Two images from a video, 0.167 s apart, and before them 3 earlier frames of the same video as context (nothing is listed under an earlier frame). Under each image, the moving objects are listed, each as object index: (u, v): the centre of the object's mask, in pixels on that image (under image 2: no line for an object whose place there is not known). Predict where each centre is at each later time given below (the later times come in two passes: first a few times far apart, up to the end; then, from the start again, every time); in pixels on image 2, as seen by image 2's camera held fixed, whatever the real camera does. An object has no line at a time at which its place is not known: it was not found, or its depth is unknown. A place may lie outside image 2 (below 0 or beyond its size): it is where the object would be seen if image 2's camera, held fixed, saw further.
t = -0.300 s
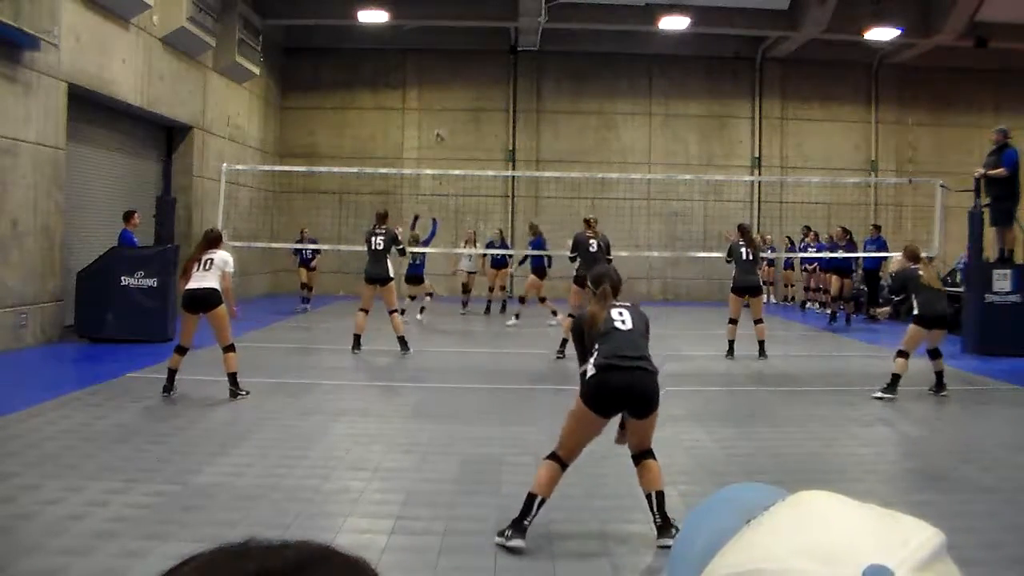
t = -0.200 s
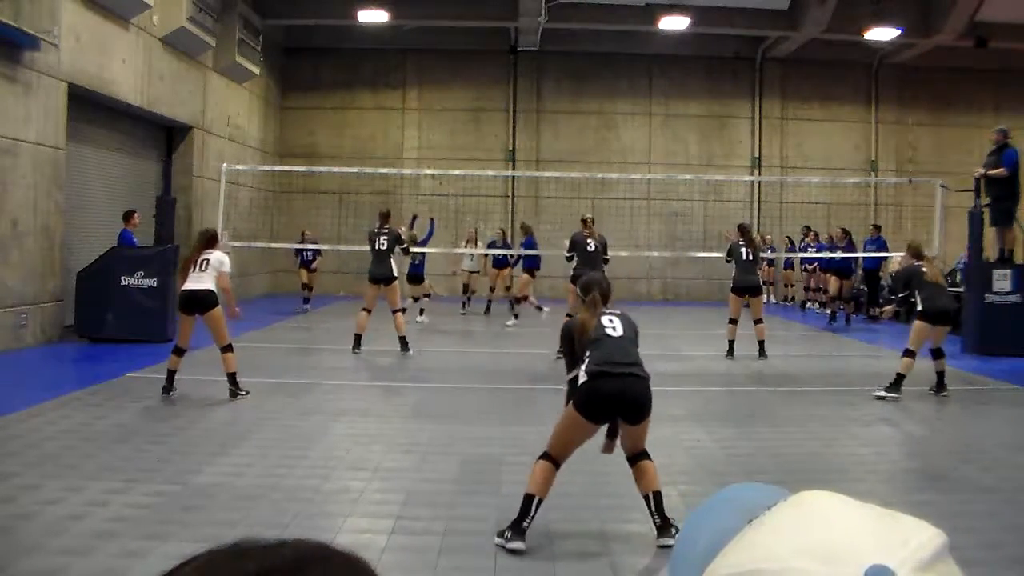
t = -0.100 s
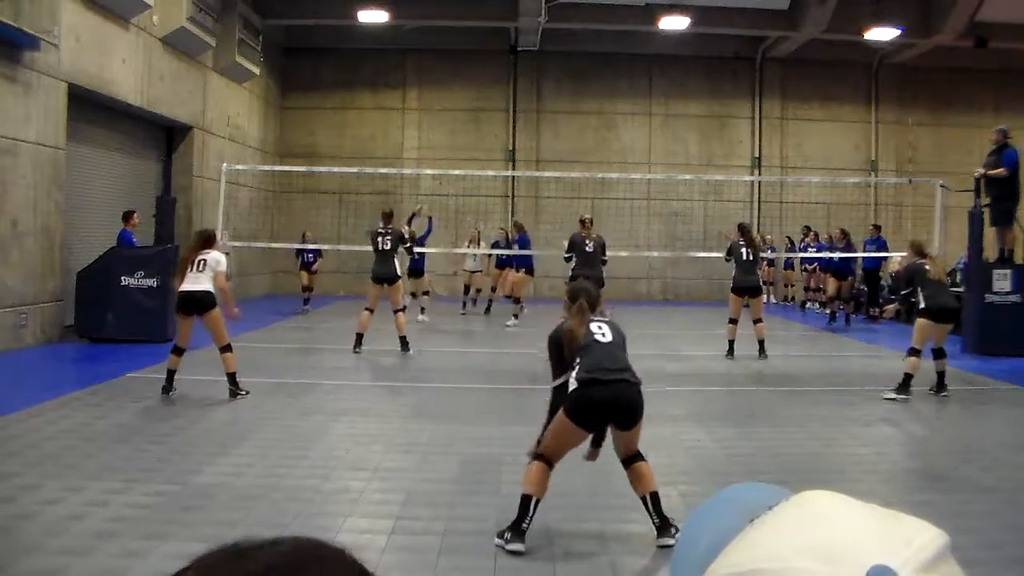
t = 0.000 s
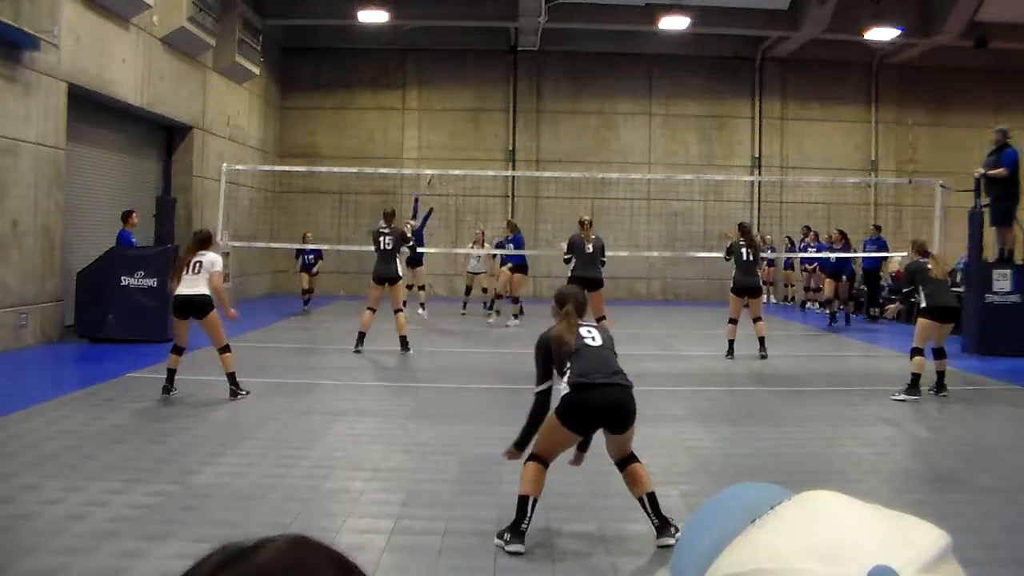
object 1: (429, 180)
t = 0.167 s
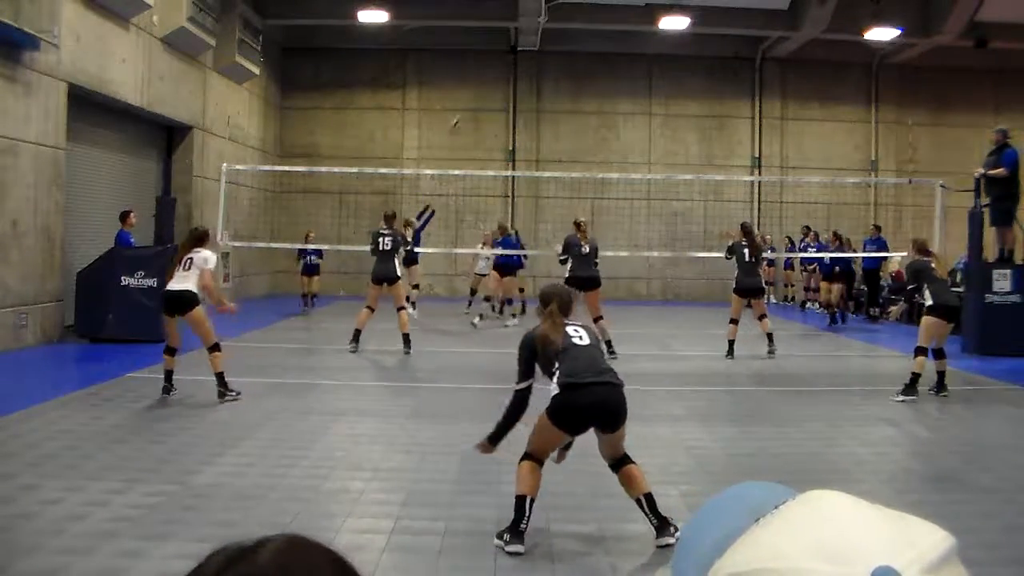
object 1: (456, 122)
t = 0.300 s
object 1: (474, 89)
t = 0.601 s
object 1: (511, 49)
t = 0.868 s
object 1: (545, 58)
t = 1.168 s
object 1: (581, 117)
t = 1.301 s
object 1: (596, 162)
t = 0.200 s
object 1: (458, 113)
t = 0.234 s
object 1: (463, 105)
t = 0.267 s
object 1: (468, 96)
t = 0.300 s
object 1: (474, 89)
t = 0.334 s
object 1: (478, 82)
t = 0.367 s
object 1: (482, 75)
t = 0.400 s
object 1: (486, 70)
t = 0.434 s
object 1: (491, 64)
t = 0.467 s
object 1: (495, 59)
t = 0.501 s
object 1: (499, 56)
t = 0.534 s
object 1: (503, 53)
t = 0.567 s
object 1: (507, 51)
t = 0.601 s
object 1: (511, 49)
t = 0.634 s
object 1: (516, 48)
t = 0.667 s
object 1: (520, 48)
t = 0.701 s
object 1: (524, 48)
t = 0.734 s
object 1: (528, 49)
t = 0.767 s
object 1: (532, 50)
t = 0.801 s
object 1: (536, 52)
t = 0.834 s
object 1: (541, 55)
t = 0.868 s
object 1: (545, 58)
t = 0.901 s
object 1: (549, 62)
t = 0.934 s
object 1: (553, 67)
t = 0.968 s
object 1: (557, 71)
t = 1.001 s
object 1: (561, 78)
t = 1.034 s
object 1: (564, 84)
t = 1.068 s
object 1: (569, 91)
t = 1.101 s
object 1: (573, 98)
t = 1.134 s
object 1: (576, 107)
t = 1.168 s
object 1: (581, 117)
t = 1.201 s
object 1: (585, 128)
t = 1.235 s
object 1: (589, 139)
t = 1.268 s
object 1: (593, 150)
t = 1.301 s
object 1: (596, 162)
